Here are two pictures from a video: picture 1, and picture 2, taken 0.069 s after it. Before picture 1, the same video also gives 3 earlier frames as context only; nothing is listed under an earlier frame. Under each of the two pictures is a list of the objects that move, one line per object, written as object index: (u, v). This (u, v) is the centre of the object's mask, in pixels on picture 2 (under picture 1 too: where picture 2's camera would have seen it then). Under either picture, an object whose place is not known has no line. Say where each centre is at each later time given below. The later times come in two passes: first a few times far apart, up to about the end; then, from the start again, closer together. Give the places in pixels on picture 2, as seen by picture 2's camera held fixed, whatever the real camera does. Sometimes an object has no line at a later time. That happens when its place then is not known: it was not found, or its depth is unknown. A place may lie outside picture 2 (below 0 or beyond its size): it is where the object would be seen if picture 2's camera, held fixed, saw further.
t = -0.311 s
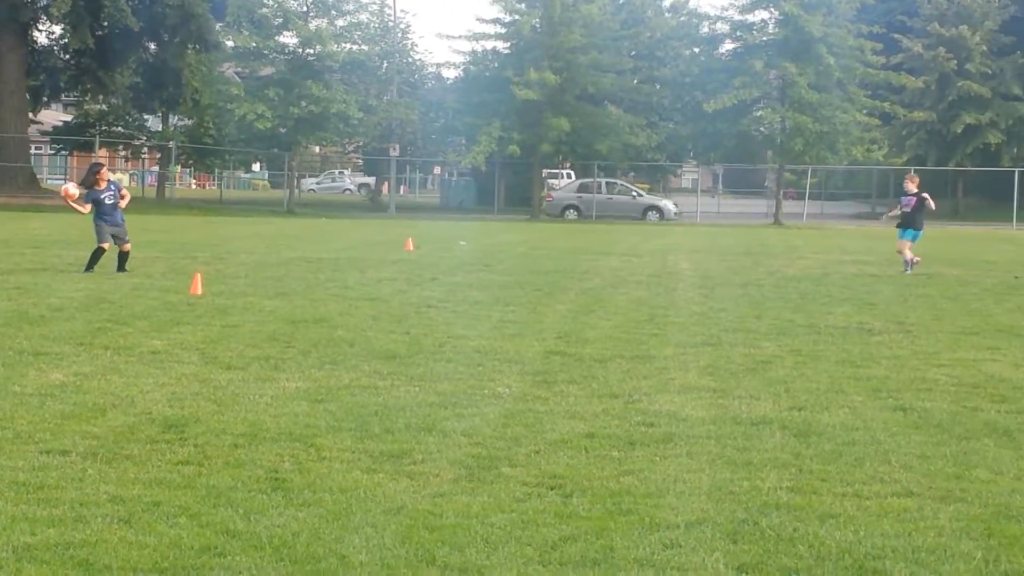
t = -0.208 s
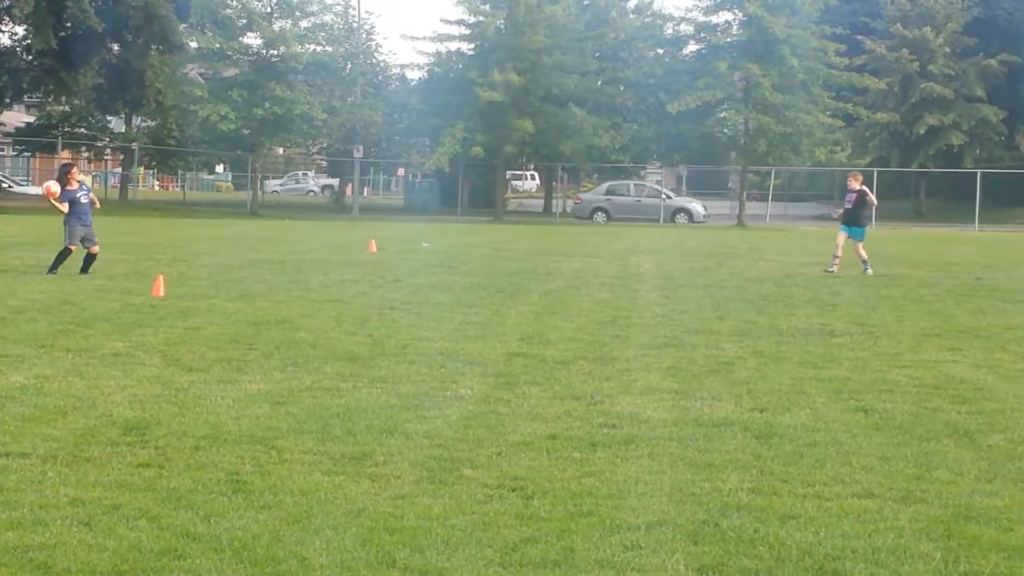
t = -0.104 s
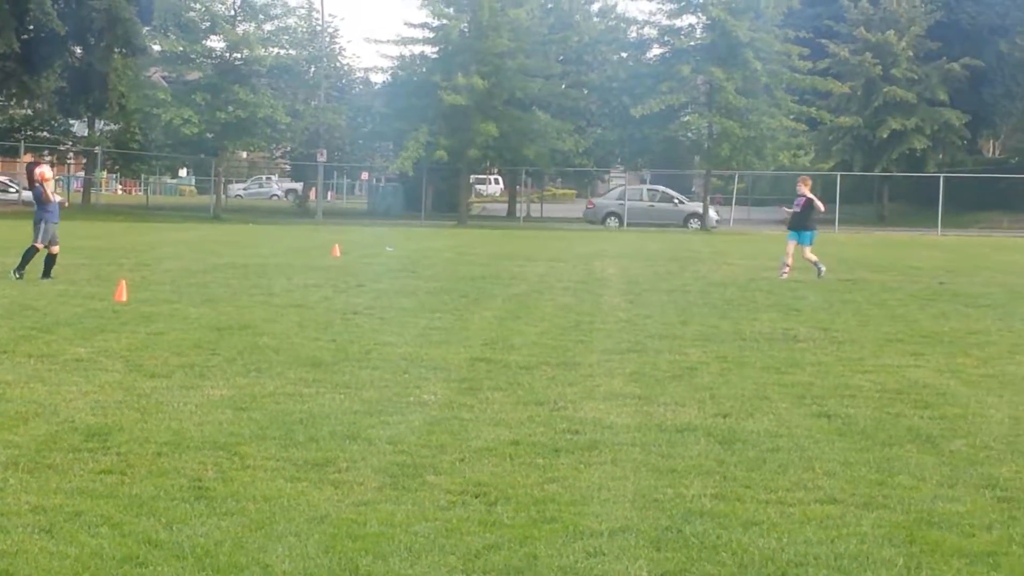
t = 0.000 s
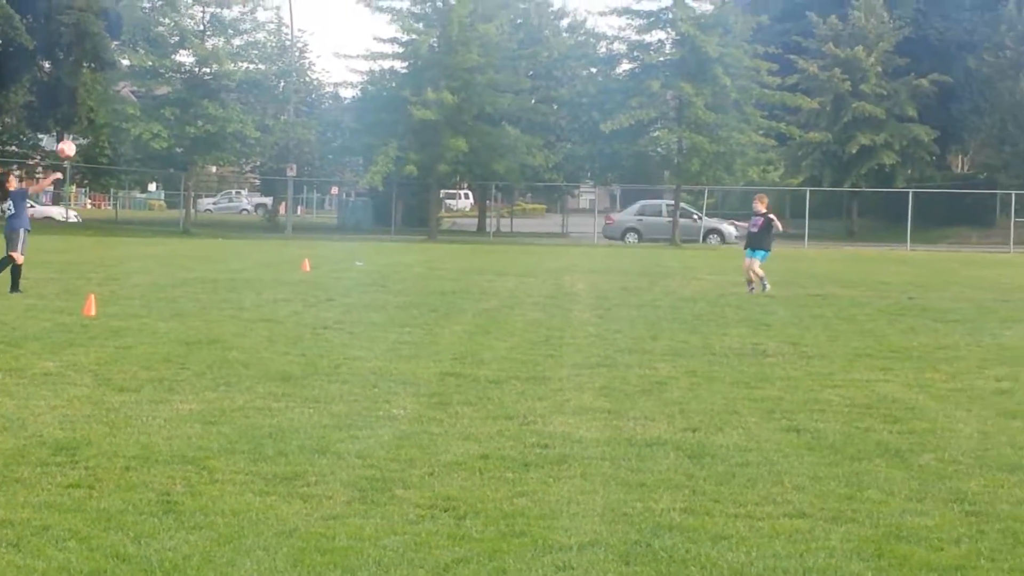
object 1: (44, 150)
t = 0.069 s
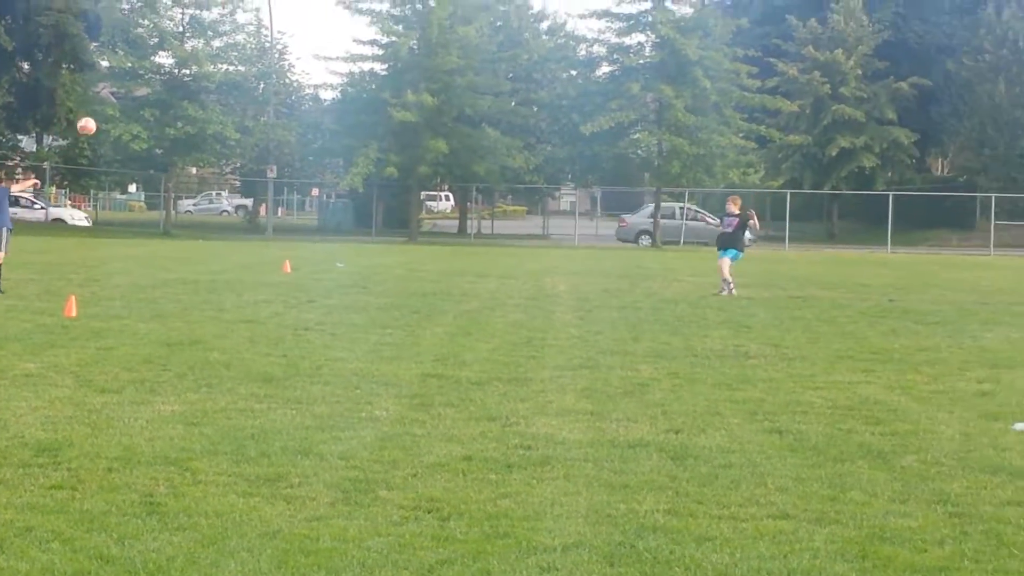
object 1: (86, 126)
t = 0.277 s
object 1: (198, 76)
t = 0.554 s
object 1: (348, 63)
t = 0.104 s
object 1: (106, 115)
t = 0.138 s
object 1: (126, 106)
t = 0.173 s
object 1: (146, 97)
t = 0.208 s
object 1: (165, 92)
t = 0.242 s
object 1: (185, 87)
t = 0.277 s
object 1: (198, 76)
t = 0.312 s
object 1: (217, 72)
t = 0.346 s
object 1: (240, 69)
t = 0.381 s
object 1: (258, 65)
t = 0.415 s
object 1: (277, 63)
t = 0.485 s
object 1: (314, 62)
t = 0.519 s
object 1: (332, 64)
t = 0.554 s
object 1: (348, 63)
